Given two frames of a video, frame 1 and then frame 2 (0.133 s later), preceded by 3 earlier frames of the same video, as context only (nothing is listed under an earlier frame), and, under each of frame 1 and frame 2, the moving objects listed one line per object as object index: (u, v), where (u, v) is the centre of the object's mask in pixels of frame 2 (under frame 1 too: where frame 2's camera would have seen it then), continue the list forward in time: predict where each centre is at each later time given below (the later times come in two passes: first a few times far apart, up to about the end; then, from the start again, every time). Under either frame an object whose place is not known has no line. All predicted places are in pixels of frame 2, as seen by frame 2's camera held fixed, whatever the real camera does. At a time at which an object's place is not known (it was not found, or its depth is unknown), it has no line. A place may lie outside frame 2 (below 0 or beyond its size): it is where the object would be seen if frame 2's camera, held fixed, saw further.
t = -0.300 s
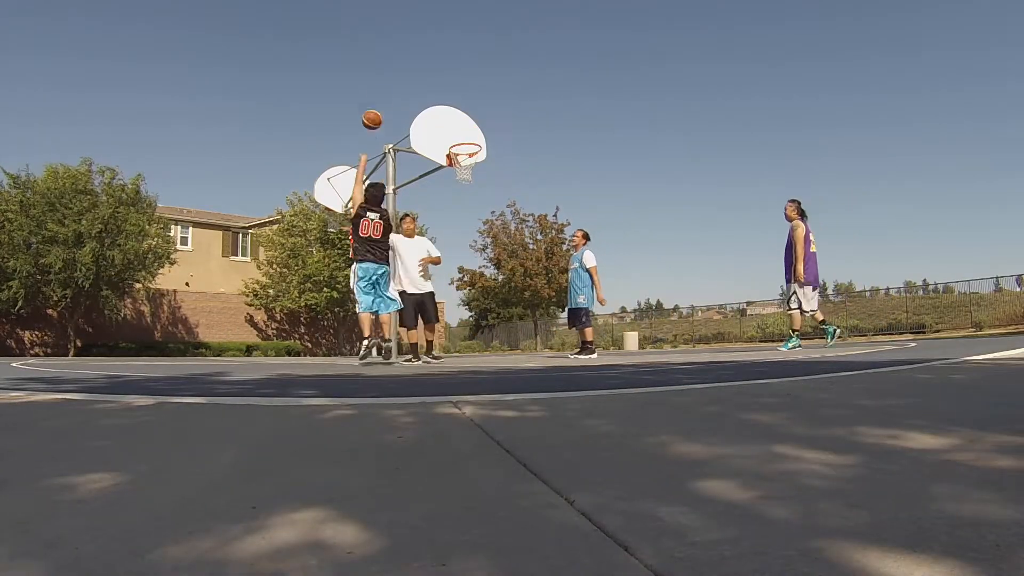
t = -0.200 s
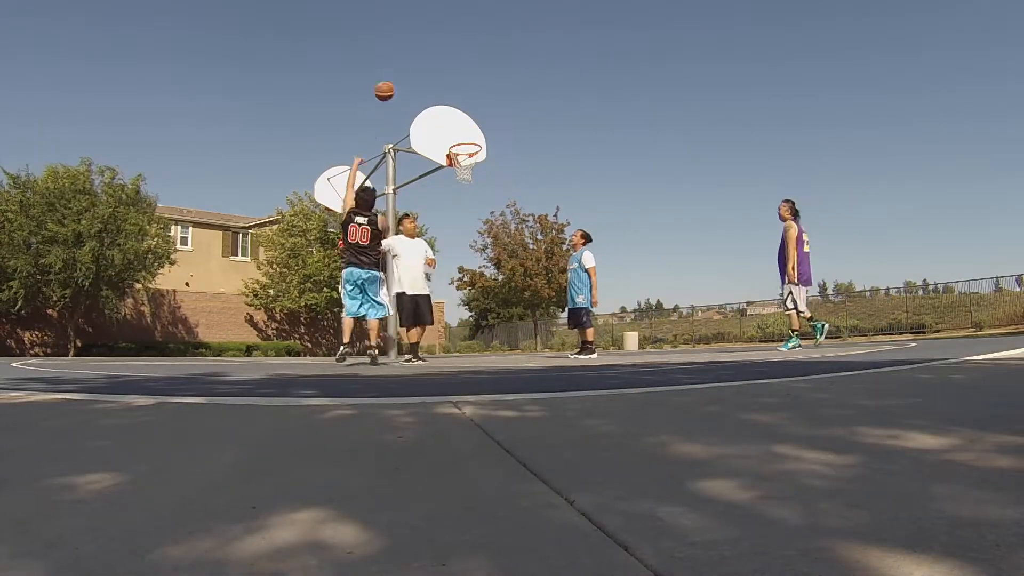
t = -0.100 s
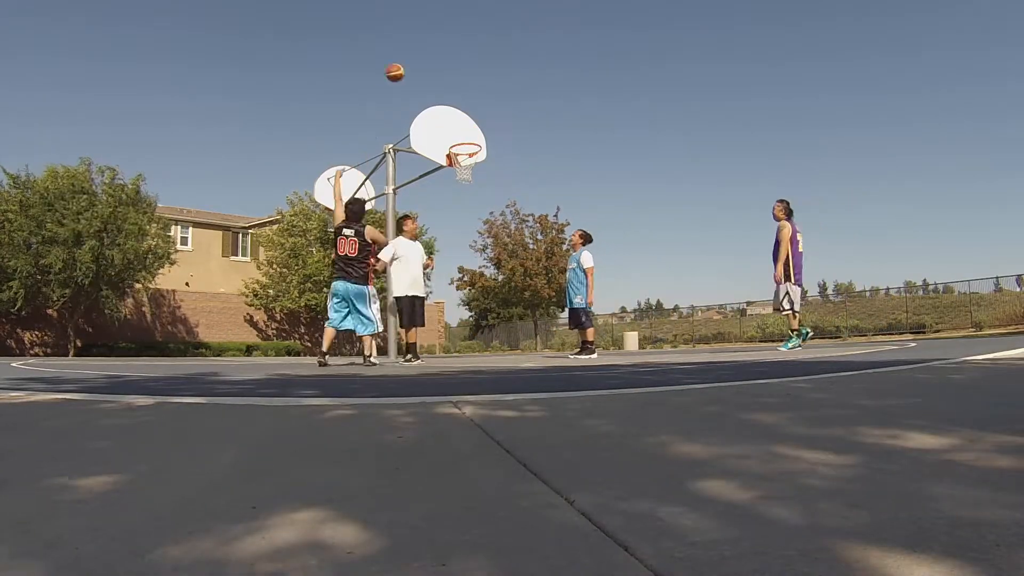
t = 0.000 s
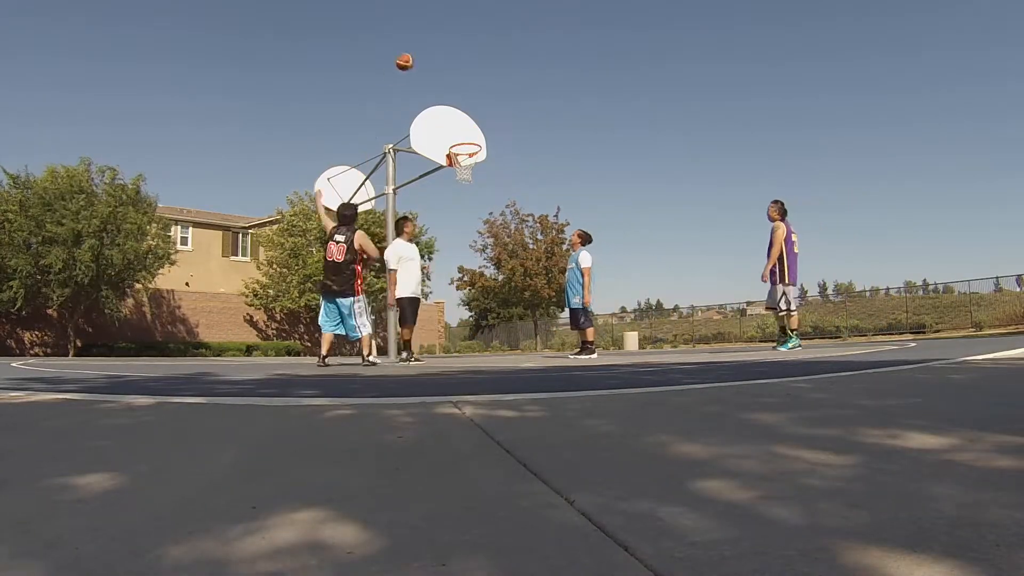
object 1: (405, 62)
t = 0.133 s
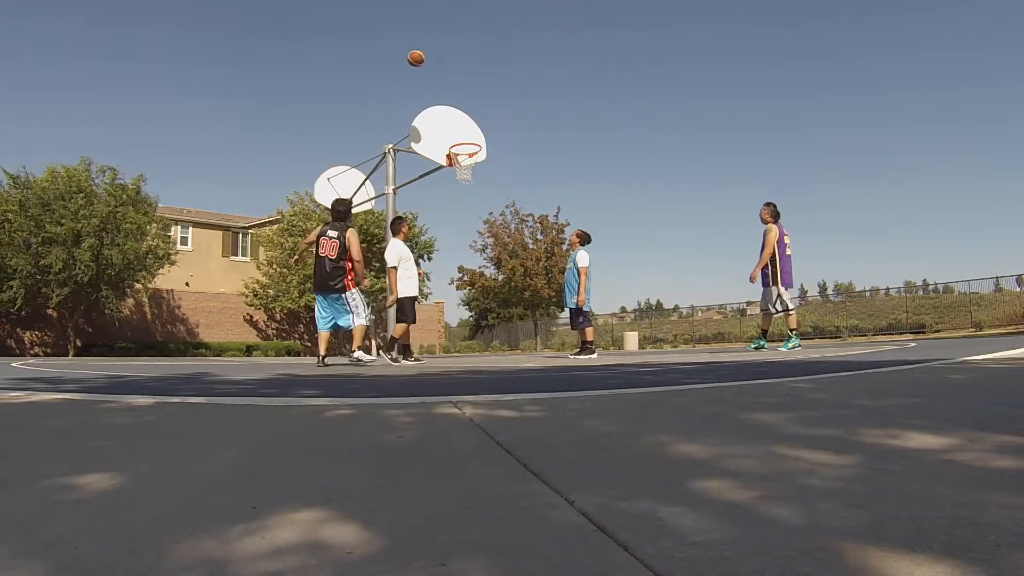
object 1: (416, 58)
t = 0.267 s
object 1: (426, 66)
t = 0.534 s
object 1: (444, 106)
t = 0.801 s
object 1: (475, 159)
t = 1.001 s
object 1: (477, 176)
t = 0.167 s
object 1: (419, 59)
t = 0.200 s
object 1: (421, 60)
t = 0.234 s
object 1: (424, 62)
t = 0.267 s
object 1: (426, 66)
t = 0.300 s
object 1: (429, 68)
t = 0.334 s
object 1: (431, 72)
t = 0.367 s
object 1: (433, 77)
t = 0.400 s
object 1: (435, 81)
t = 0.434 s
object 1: (437, 87)
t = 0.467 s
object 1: (440, 93)
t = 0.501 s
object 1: (441, 100)
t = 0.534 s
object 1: (444, 106)
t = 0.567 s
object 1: (446, 113)
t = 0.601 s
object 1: (450, 118)
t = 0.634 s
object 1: (454, 123)
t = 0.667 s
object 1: (458, 128)
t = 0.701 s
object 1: (462, 135)
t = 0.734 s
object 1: (466, 142)
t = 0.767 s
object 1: (470, 150)
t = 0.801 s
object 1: (475, 159)
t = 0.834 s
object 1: (476, 163)
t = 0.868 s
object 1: (477, 166)
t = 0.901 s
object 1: (478, 168)
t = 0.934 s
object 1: (478, 169)
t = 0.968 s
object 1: (477, 172)
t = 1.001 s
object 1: (477, 176)
